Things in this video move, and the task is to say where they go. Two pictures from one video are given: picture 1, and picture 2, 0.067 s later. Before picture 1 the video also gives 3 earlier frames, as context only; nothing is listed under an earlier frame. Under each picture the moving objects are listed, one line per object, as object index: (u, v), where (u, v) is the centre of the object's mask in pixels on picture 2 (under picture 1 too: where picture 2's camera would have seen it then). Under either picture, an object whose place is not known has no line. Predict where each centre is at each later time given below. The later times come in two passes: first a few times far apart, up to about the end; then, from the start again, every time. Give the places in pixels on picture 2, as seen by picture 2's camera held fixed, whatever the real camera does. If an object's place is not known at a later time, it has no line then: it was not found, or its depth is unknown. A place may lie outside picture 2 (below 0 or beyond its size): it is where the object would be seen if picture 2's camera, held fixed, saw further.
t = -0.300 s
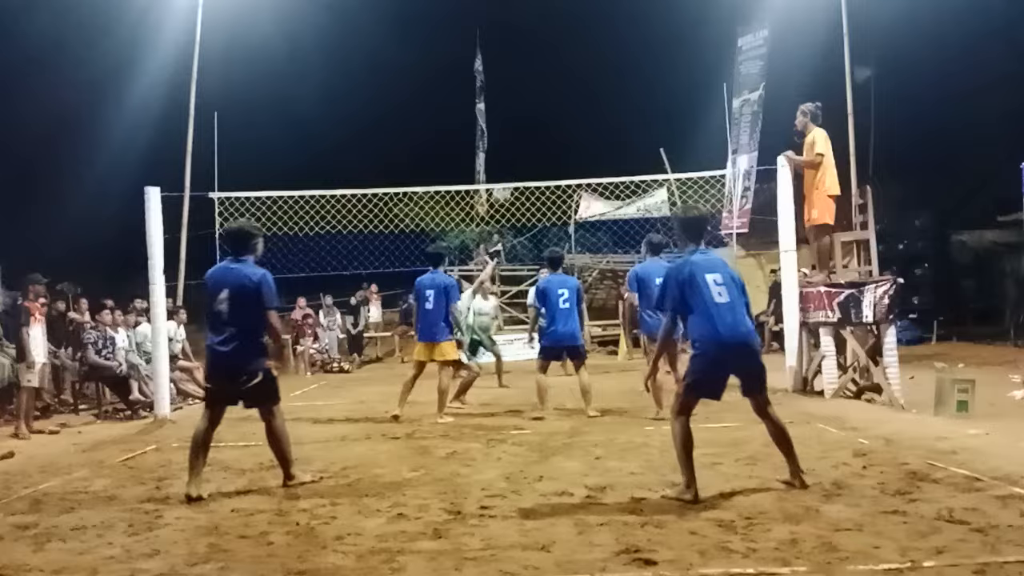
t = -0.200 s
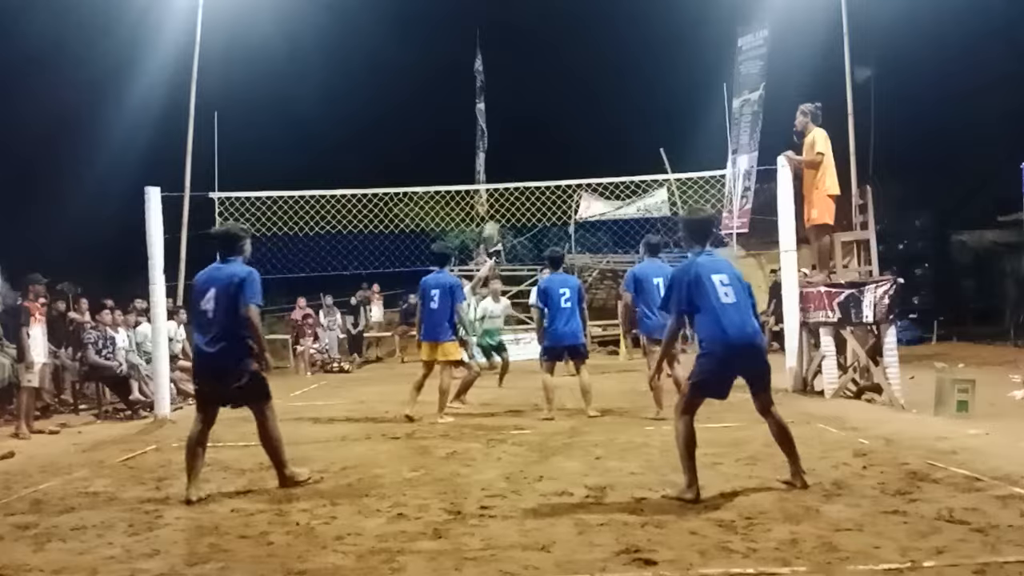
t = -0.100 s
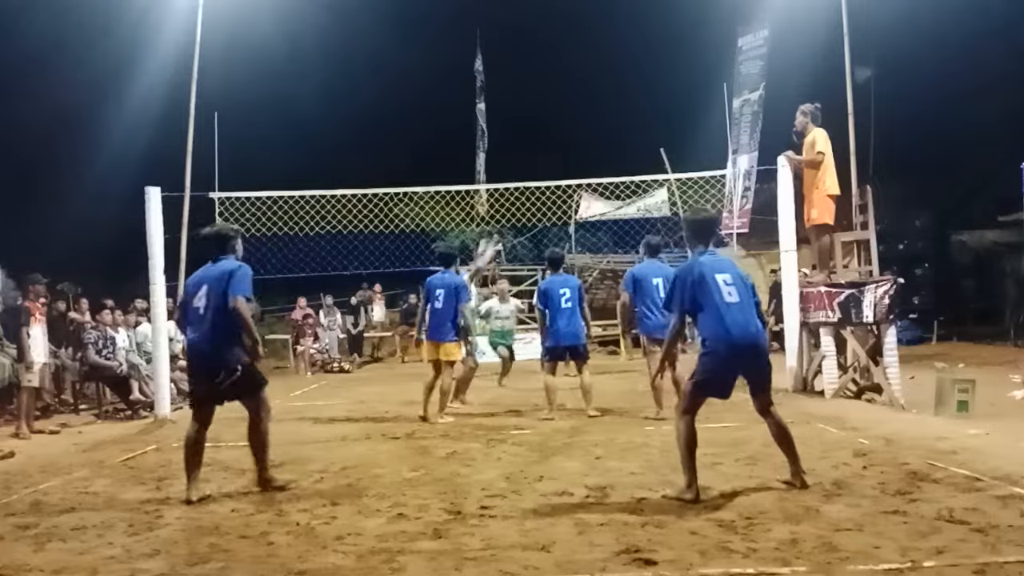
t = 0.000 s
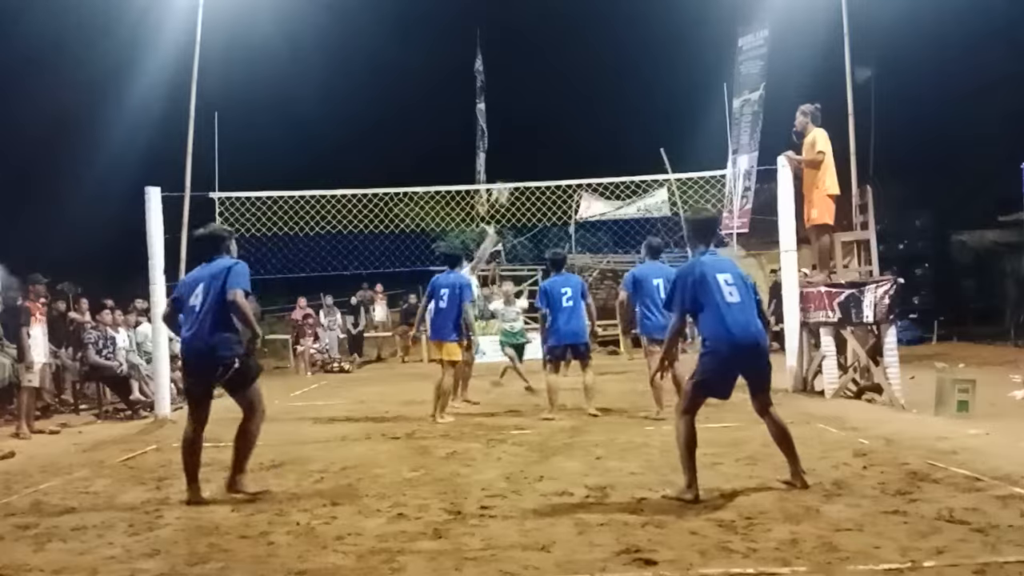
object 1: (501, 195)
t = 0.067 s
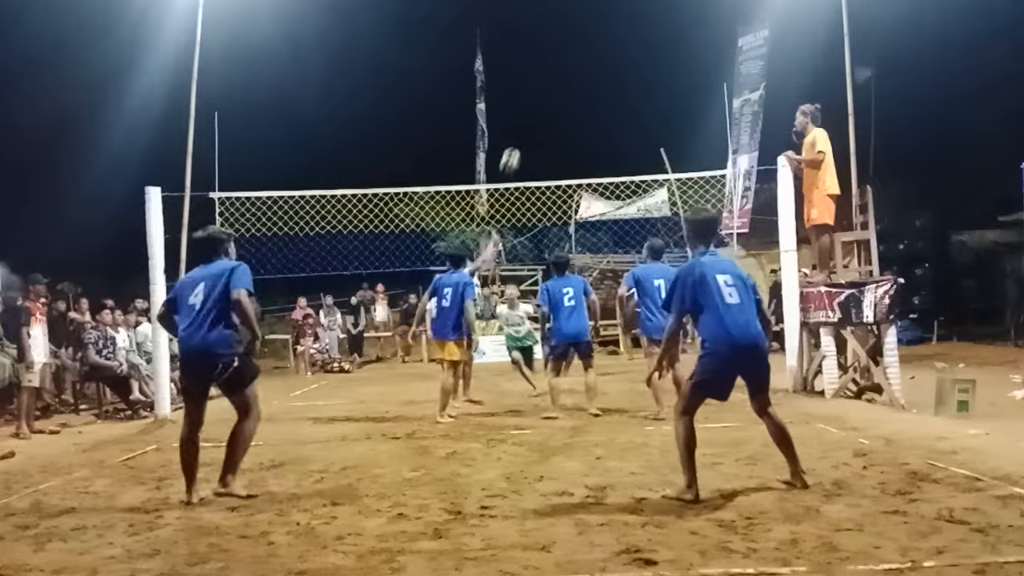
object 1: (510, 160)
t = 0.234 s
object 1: (535, 97)
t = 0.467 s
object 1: (570, 56)
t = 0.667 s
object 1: (601, 58)
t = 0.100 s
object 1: (514, 146)
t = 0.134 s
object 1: (520, 131)
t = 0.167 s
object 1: (524, 119)
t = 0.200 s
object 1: (529, 107)
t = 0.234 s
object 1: (535, 97)
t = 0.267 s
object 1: (539, 89)
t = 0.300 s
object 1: (545, 80)
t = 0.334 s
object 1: (550, 73)
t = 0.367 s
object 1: (555, 67)
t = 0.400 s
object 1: (560, 62)
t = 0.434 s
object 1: (565, 59)
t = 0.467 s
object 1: (570, 56)
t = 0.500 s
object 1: (576, 54)
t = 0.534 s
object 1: (581, 53)
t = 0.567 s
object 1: (586, 52)
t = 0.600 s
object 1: (591, 53)
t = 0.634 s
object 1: (597, 55)
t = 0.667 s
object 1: (601, 58)
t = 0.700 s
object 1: (607, 62)
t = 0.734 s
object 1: (613, 67)
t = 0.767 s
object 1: (617, 72)
